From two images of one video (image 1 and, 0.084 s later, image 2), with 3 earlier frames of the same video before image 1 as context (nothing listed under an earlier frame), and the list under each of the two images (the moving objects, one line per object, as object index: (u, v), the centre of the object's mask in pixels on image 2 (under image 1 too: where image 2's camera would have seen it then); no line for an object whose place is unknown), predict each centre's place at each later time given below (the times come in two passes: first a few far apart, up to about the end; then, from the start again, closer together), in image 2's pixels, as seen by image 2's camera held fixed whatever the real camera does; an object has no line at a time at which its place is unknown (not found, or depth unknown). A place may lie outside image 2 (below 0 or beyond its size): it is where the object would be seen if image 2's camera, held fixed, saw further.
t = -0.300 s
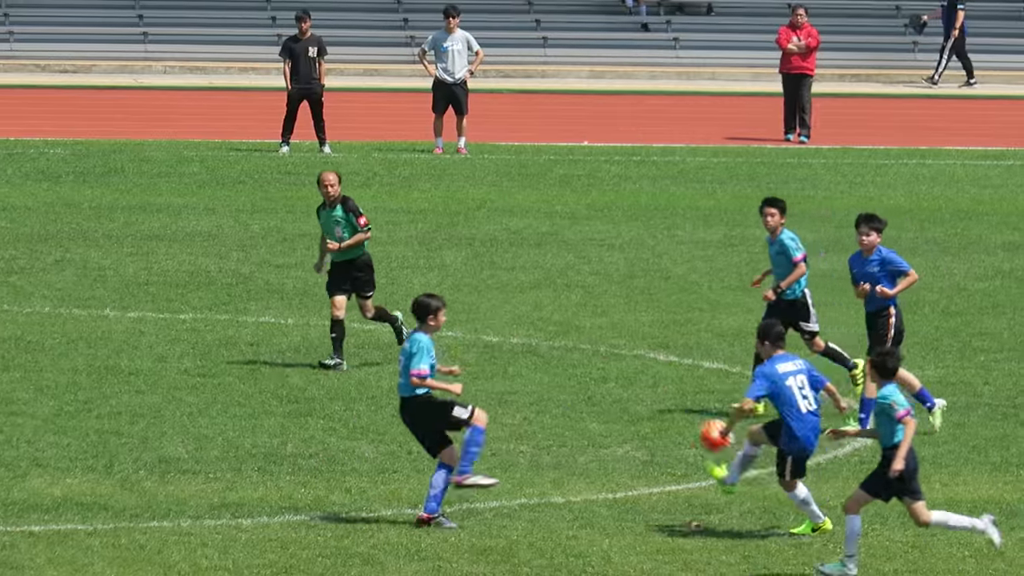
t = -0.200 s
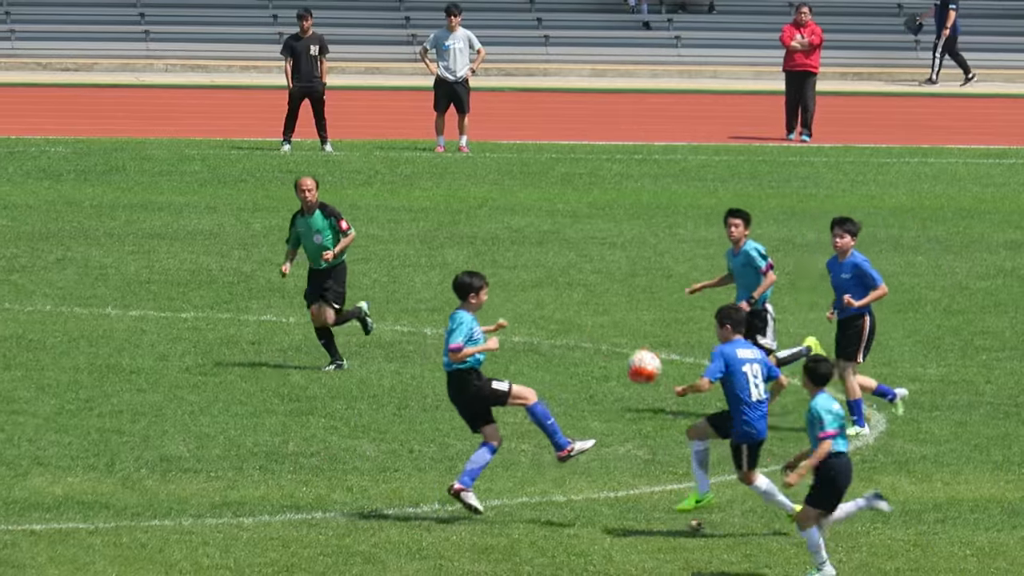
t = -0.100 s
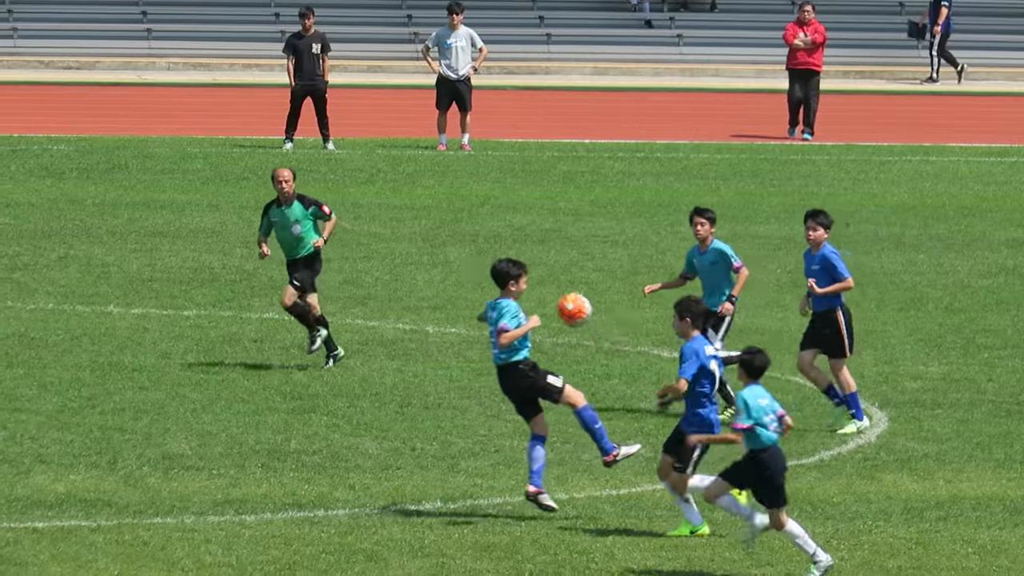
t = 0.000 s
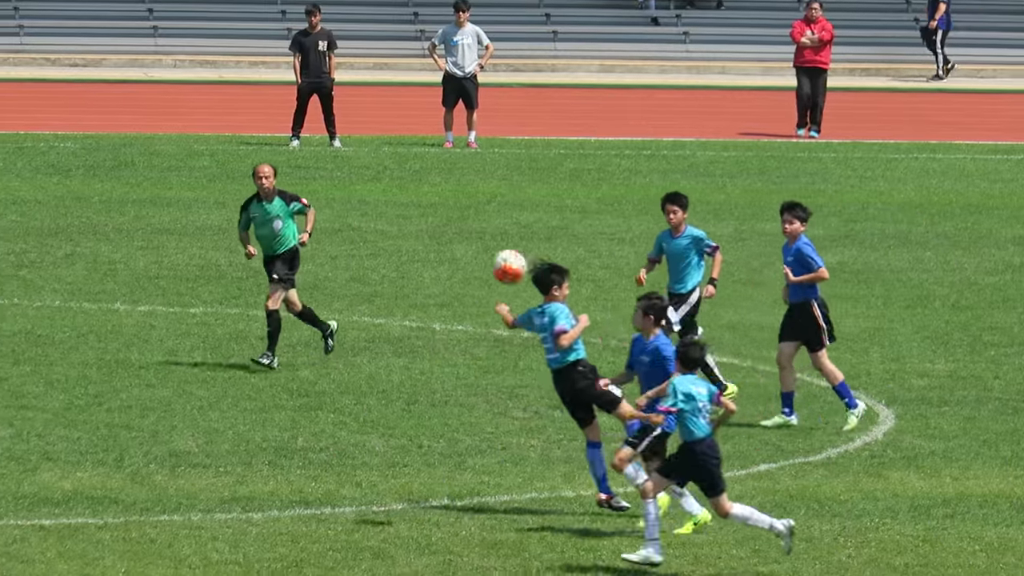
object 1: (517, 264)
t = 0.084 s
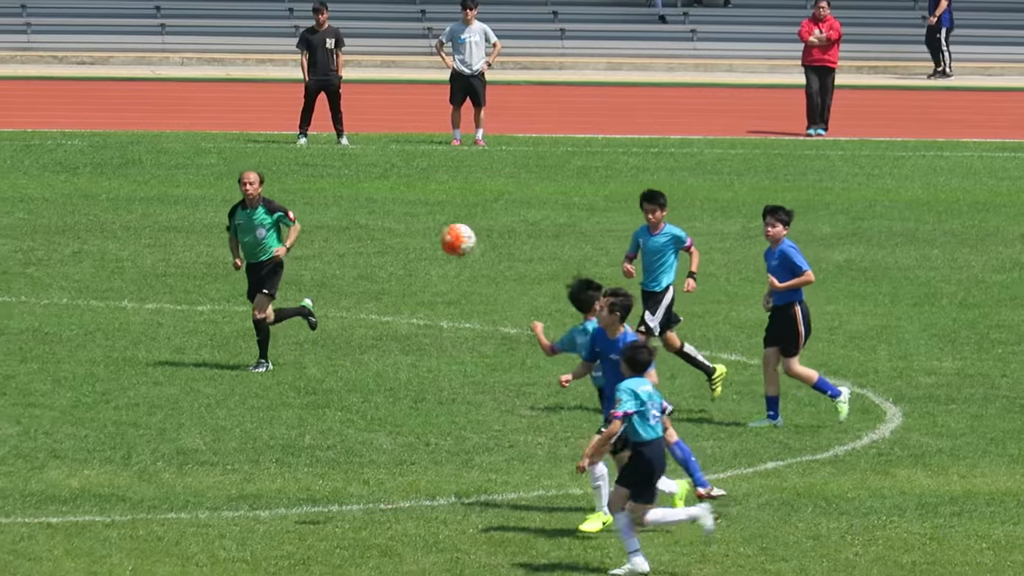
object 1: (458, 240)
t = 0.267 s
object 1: (331, 222)
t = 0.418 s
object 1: (227, 245)
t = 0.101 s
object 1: (446, 236)
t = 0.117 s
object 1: (435, 233)
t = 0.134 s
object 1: (425, 230)
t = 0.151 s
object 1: (413, 228)
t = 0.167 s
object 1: (401, 227)
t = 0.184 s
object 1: (389, 225)
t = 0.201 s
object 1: (377, 224)
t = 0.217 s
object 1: (365, 223)
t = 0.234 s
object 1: (354, 222)
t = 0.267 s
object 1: (331, 222)
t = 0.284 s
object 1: (319, 223)
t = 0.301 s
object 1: (308, 225)
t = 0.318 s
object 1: (297, 226)
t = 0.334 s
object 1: (286, 228)
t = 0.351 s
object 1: (274, 230)
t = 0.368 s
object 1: (263, 234)
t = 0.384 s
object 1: (251, 237)
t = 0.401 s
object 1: (239, 241)
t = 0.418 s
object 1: (227, 245)
